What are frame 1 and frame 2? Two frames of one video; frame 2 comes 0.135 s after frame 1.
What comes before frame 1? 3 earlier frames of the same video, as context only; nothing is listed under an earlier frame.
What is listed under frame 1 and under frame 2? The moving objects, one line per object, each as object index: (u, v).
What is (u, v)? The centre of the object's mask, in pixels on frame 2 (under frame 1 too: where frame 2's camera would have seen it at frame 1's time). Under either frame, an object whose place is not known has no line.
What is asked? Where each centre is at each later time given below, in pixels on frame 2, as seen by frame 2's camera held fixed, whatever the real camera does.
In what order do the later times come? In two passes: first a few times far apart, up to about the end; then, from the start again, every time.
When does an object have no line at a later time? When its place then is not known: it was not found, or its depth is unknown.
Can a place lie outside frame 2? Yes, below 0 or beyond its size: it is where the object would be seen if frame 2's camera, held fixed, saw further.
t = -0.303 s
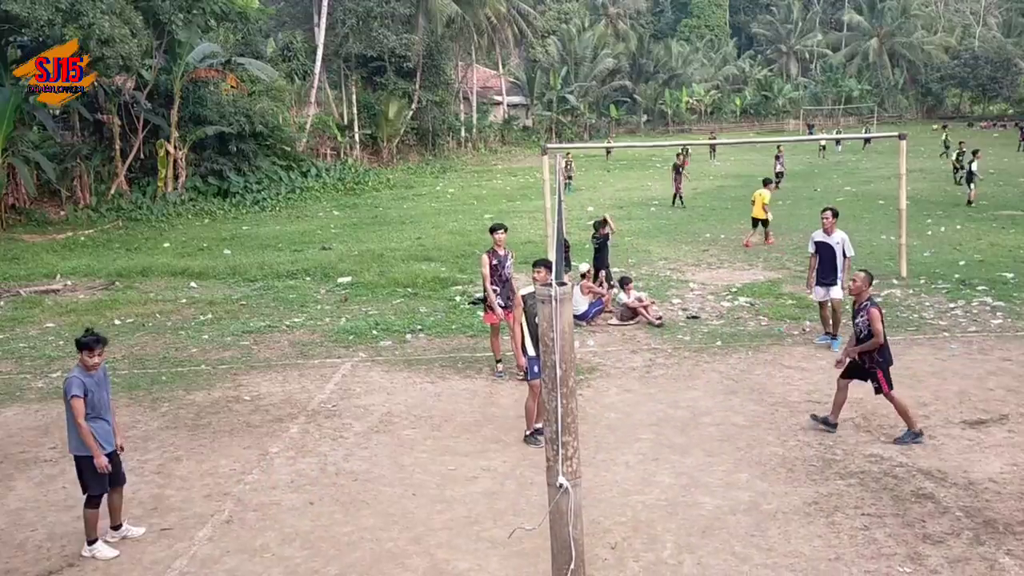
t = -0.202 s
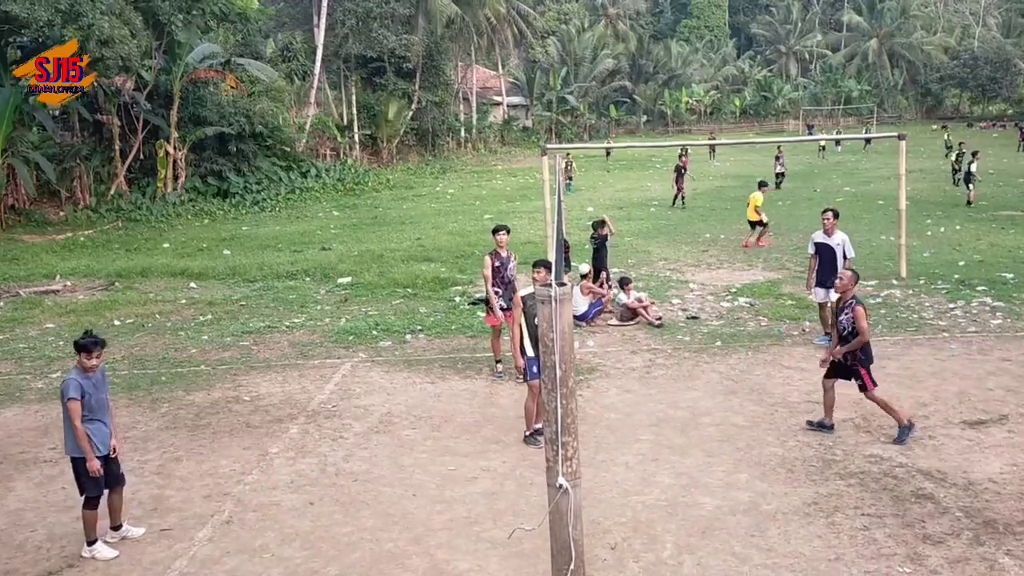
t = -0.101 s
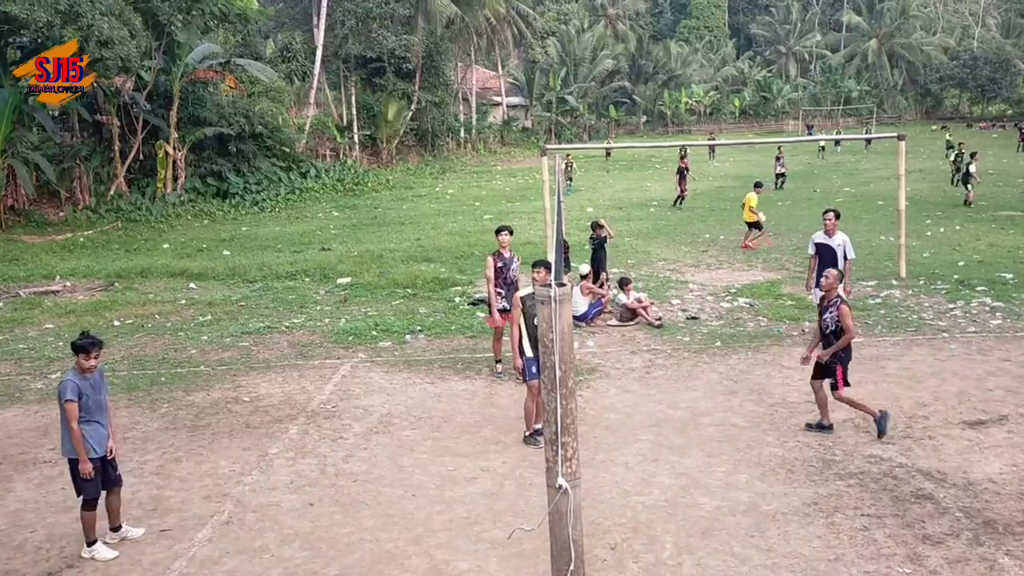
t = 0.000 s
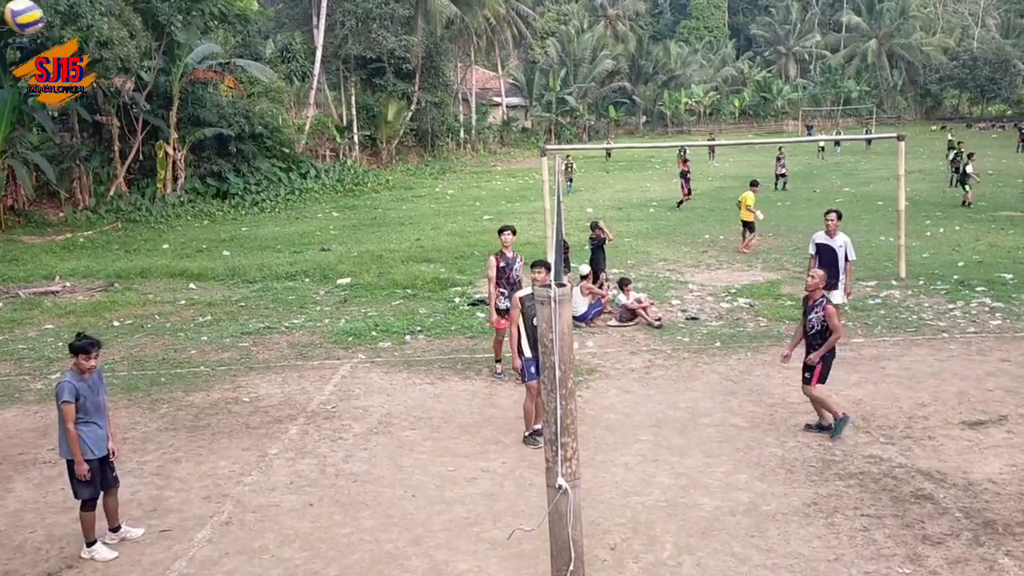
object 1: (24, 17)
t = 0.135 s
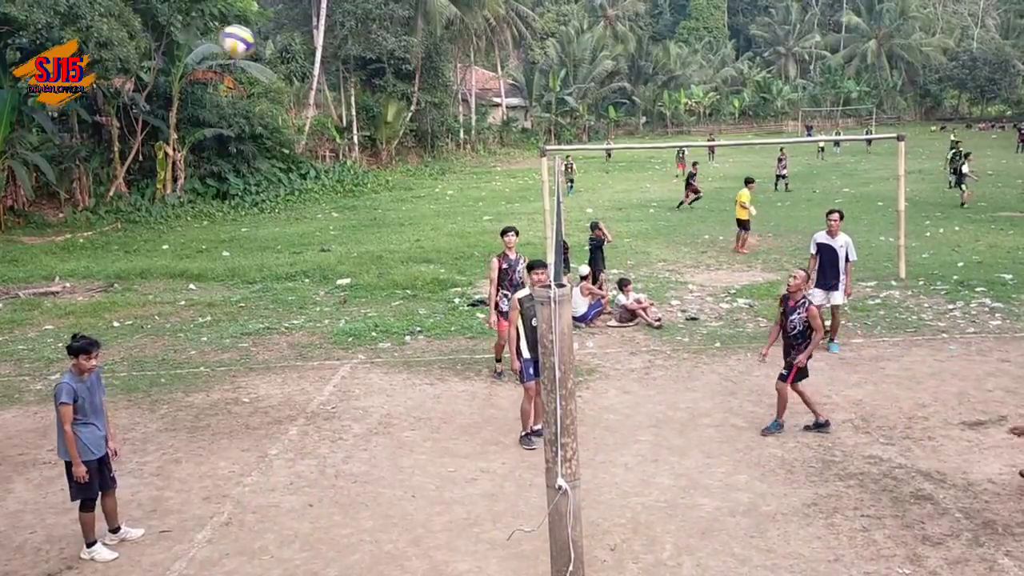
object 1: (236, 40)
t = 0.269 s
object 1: (436, 90)
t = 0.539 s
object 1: (780, 250)
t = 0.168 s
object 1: (289, 51)
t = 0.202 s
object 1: (340, 63)
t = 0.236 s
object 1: (389, 76)
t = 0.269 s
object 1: (436, 90)
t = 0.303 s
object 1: (484, 106)
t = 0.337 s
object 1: (529, 123)
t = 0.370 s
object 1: (573, 141)
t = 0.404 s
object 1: (616, 161)
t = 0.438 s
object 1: (658, 182)
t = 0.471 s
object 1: (700, 204)
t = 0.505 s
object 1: (741, 228)
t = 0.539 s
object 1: (780, 250)
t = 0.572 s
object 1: (819, 275)
